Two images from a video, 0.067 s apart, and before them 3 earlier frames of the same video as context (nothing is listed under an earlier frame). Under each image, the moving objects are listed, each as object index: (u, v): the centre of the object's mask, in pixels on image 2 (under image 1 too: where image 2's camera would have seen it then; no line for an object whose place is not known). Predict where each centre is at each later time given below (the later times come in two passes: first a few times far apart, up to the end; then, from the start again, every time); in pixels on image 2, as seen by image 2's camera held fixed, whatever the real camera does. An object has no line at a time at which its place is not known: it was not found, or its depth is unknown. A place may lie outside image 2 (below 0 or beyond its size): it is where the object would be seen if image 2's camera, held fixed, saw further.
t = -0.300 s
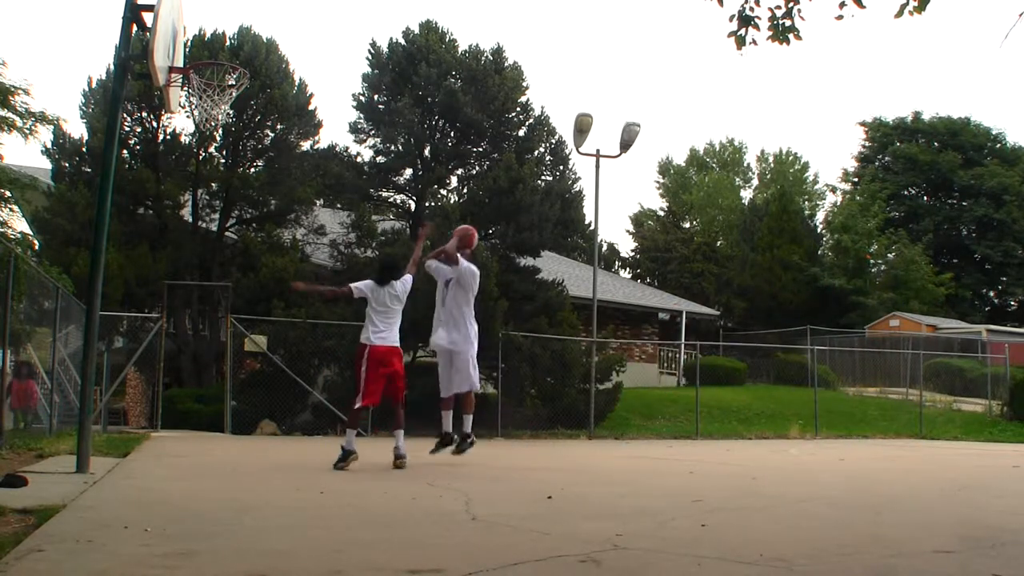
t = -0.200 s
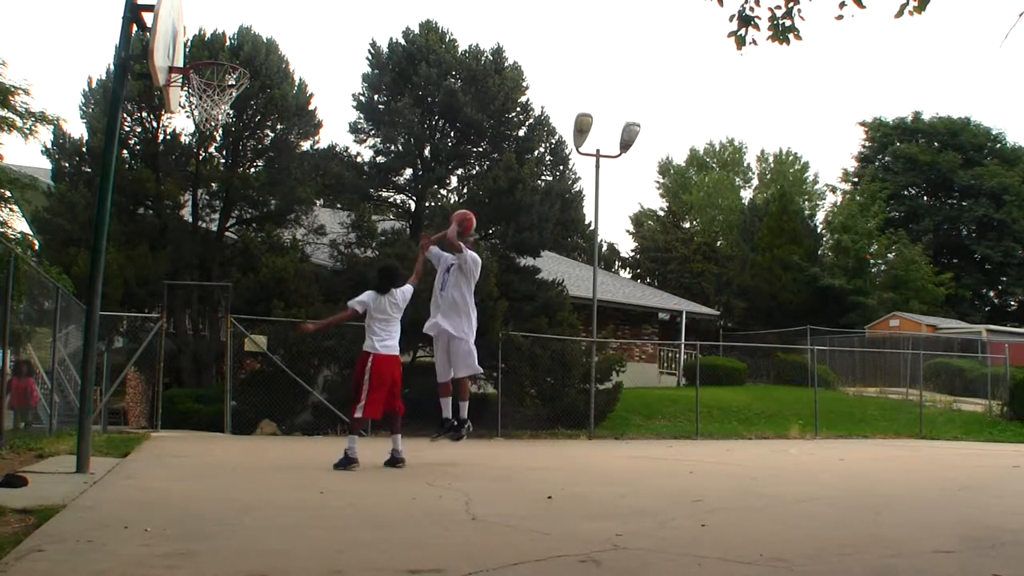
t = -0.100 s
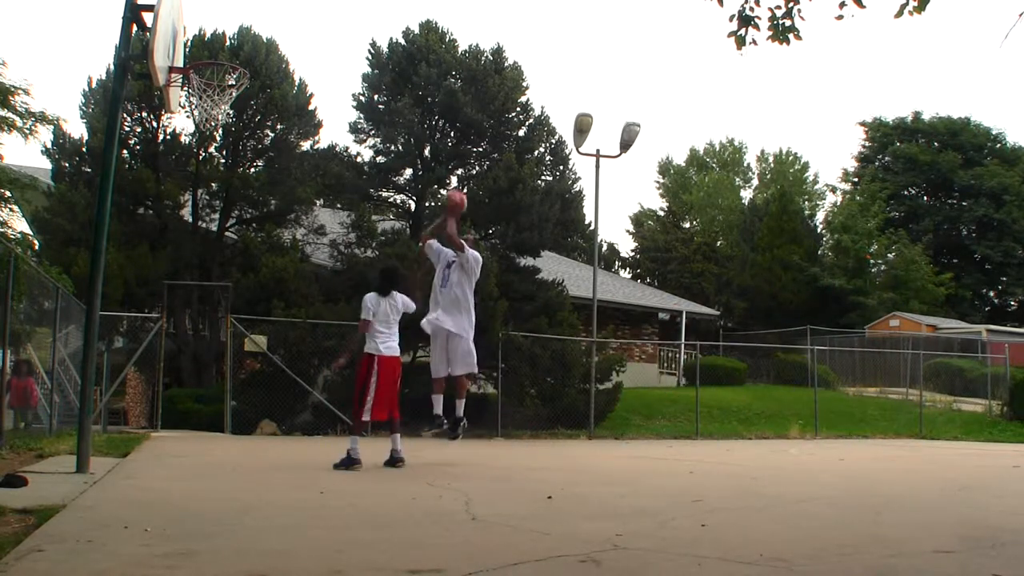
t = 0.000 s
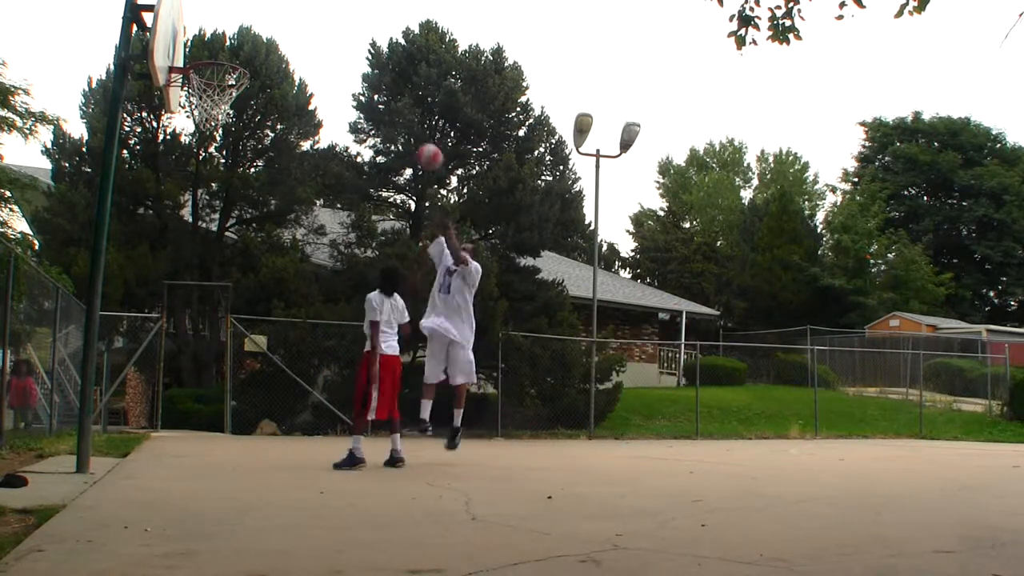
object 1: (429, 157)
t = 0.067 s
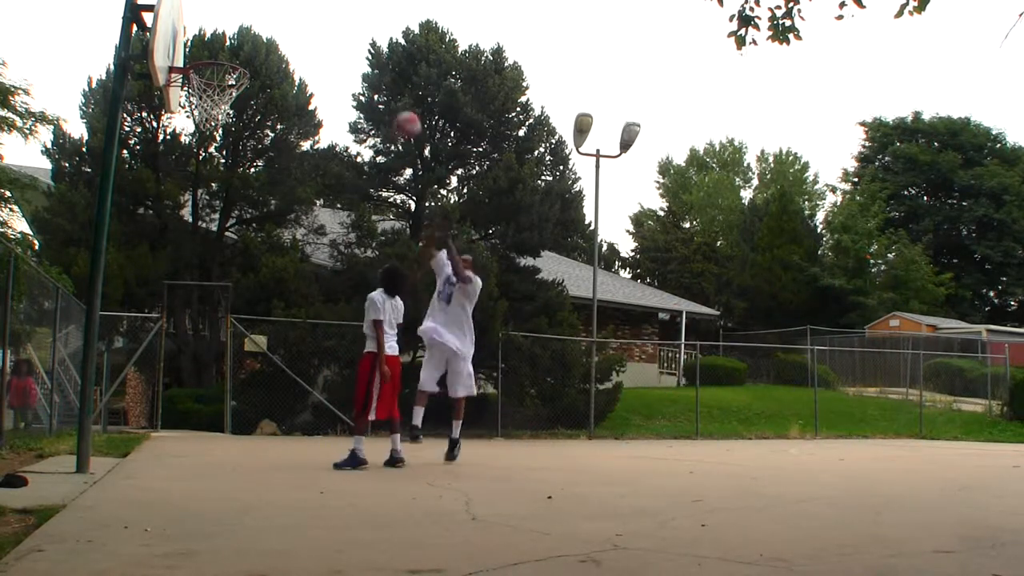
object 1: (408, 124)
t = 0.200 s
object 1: (362, 73)
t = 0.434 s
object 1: (274, 22)
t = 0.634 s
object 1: (192, 23)
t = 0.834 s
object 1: (244, 47)
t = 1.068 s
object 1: (278, 30)
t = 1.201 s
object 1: (294, 47)
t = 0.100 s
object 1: (396, 111)
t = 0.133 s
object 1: (384, 97)
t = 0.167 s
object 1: (374, 84)
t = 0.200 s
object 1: (362, 73)
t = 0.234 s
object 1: (350, 63)
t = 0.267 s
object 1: (338, 53)
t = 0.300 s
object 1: (325, 45)
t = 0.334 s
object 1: (313, 38)
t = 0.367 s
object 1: (300, 31)
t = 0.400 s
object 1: (287, 26)
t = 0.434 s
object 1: (274, 22)
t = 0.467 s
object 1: (260, 19)
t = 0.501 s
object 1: (246, 18)
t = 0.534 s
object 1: (232, 17)
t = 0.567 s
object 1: (216, 18)
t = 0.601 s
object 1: (202, 19)
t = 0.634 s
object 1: (192, 23)
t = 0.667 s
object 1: (202, 29)
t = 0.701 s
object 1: (211, 36)
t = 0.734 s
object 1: (221, 42)
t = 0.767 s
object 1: (231, 52)
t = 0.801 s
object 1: (239, 53)
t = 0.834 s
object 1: (244, 47)
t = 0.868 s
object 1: (250, 40)
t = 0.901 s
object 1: (253, 37)
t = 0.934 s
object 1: (261, 30)
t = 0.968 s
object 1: (265, 29)
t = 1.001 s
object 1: (270, 28)
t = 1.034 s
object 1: (274, 28)
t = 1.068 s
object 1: (278, 30)
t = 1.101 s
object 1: (282, 32)
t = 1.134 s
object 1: (287, 36)
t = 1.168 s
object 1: (290, 41)
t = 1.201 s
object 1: (294, 47)
